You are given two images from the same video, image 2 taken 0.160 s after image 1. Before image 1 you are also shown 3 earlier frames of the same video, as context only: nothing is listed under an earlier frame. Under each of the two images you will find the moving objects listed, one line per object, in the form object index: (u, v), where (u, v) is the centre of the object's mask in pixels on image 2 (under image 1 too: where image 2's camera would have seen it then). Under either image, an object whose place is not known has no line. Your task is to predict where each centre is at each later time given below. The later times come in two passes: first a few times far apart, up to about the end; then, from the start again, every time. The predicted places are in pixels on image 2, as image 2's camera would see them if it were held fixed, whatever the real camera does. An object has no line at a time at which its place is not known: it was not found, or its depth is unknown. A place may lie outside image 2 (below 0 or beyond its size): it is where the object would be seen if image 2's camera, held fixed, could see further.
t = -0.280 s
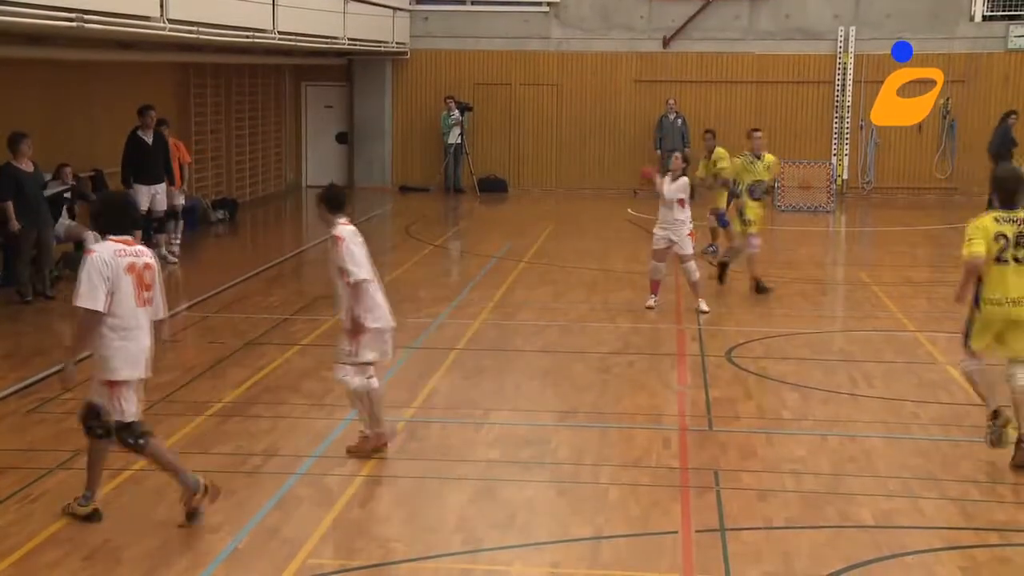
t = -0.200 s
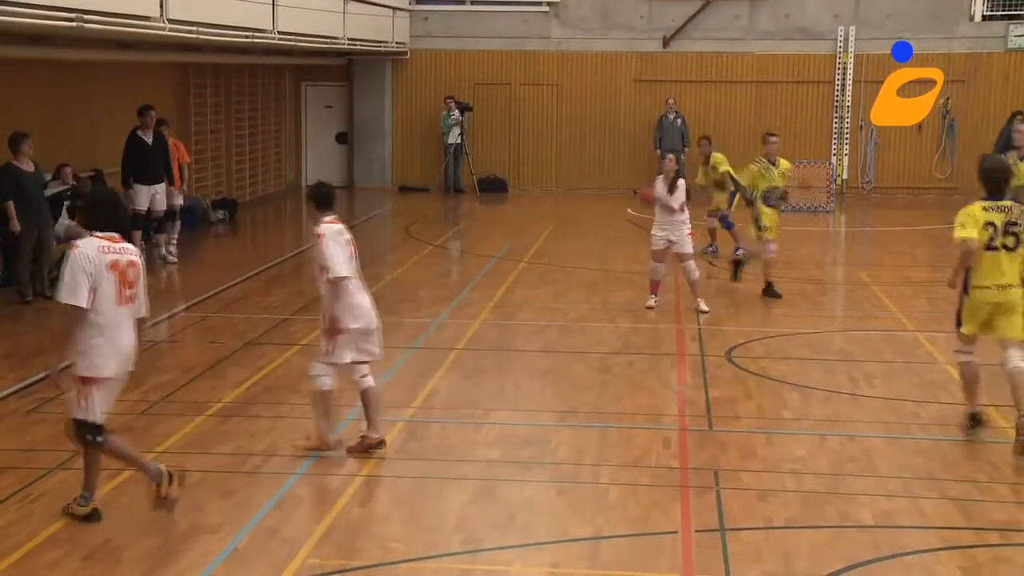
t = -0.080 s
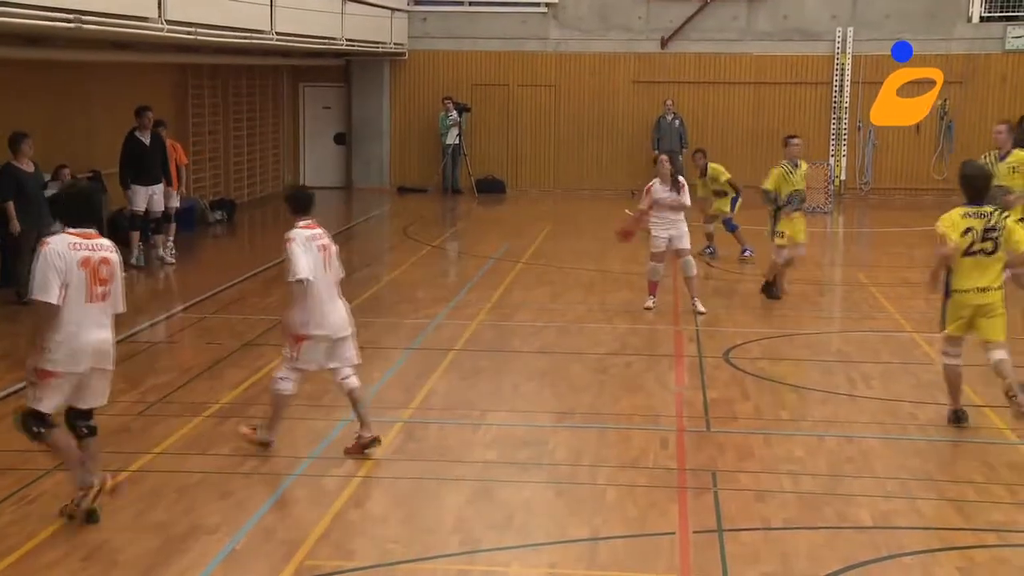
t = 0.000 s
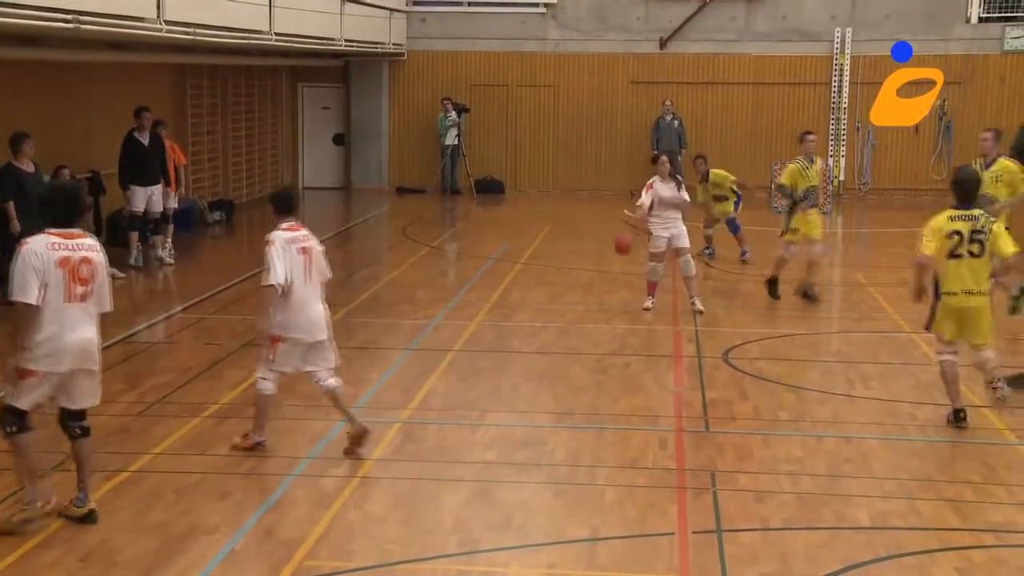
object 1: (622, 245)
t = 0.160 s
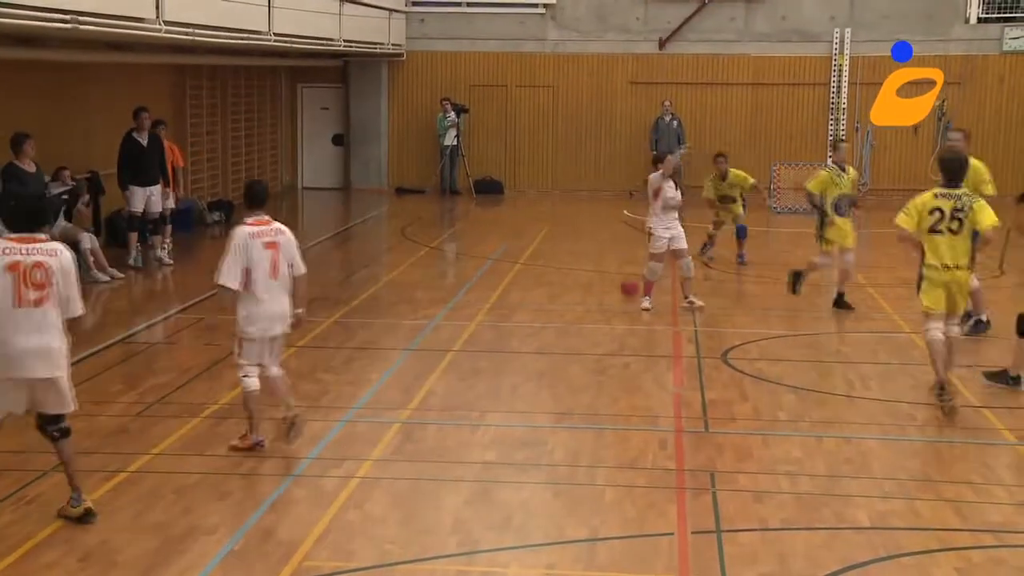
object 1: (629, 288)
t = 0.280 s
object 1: (635, 346)
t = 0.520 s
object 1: (648, 332)
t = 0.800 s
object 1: (665, 390)
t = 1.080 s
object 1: (689, 468)
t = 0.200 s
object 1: (631, 303)
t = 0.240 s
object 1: (632, 323)
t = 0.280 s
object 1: (635, 346)
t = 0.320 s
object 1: (637, 360)
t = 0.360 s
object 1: (639, 352)
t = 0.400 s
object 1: (642, 344)
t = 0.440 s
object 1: (644, 337)
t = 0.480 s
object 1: (647, 333)
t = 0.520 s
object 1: (648, 332)
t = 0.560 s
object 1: (651, 332)
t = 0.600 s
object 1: (652, 334)
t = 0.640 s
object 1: (655, 340)
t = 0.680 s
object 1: (657, 347)
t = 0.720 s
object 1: (660, 357)
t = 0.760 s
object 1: (662, 370)
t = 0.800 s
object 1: (665, 390)
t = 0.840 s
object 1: (667, 406)
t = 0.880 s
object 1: (669, 431)
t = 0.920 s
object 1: (670, 462)
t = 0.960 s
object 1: (674, 484)
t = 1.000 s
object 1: (678, 478)
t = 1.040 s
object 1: (684, 470)
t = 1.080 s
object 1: (689, 468)
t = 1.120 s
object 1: (689, 466)
